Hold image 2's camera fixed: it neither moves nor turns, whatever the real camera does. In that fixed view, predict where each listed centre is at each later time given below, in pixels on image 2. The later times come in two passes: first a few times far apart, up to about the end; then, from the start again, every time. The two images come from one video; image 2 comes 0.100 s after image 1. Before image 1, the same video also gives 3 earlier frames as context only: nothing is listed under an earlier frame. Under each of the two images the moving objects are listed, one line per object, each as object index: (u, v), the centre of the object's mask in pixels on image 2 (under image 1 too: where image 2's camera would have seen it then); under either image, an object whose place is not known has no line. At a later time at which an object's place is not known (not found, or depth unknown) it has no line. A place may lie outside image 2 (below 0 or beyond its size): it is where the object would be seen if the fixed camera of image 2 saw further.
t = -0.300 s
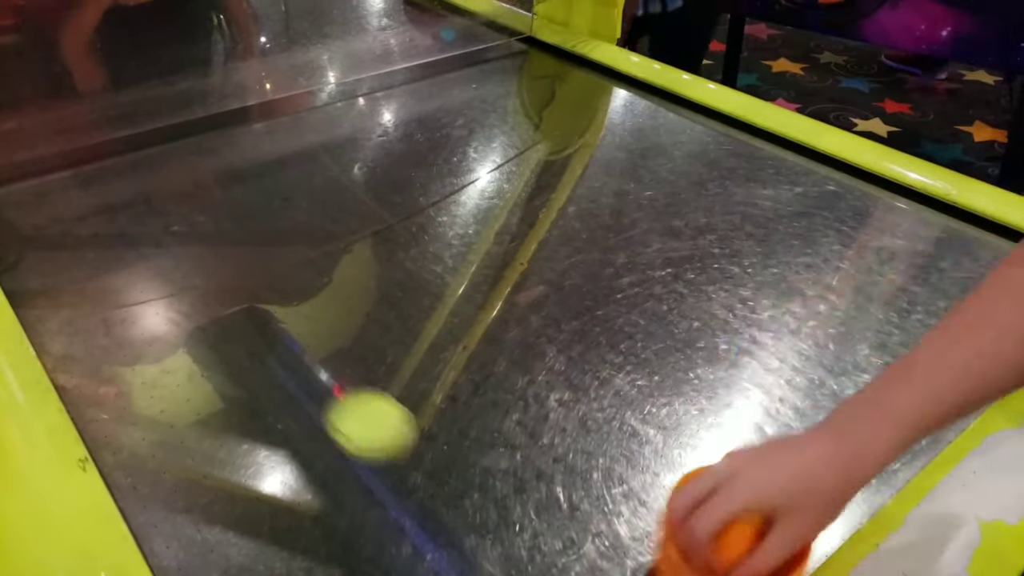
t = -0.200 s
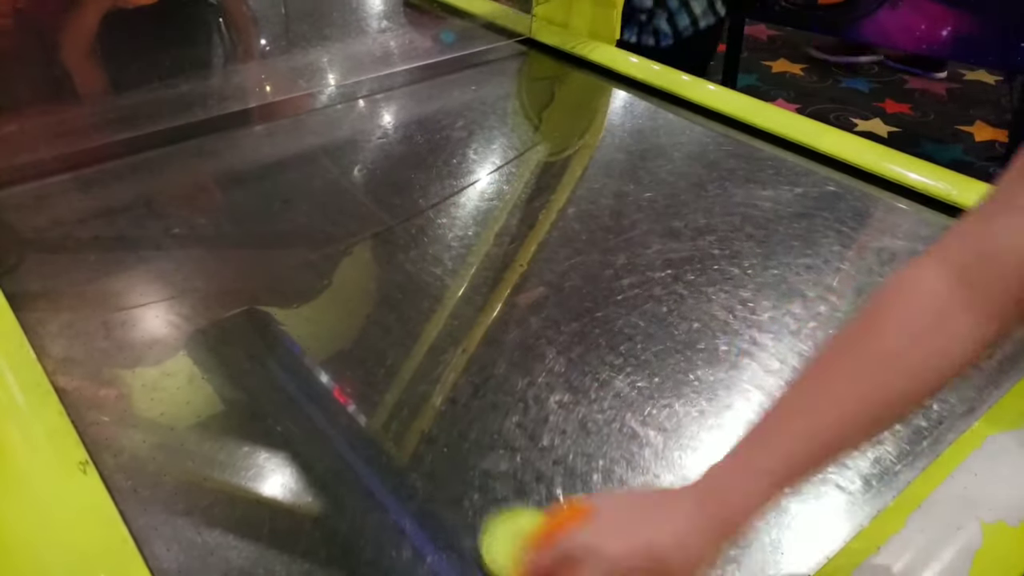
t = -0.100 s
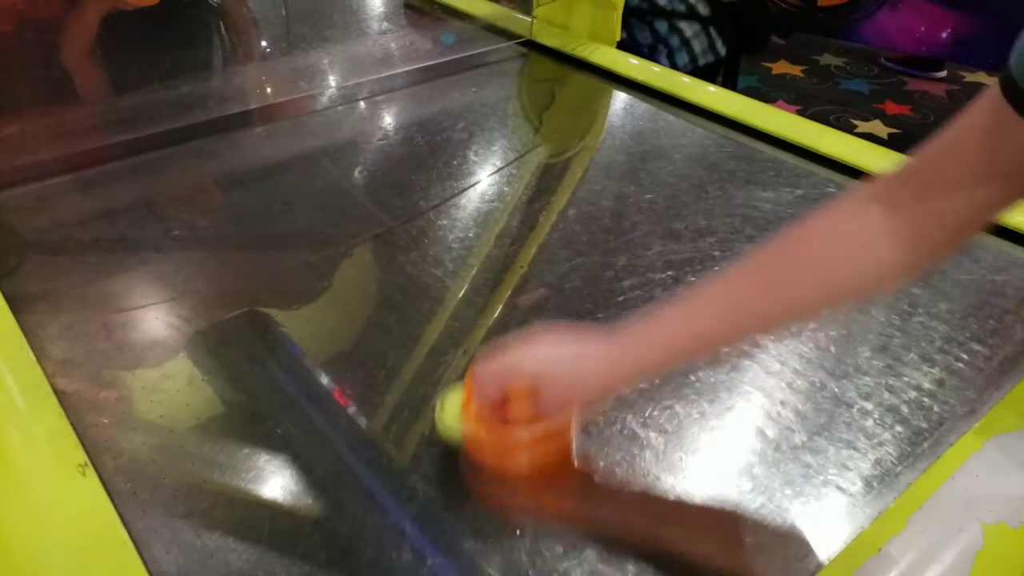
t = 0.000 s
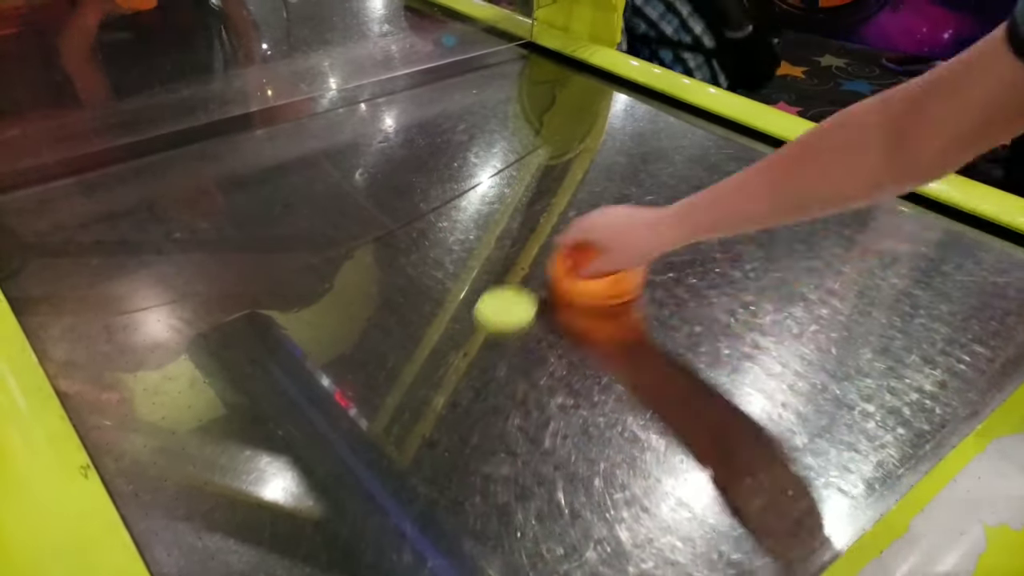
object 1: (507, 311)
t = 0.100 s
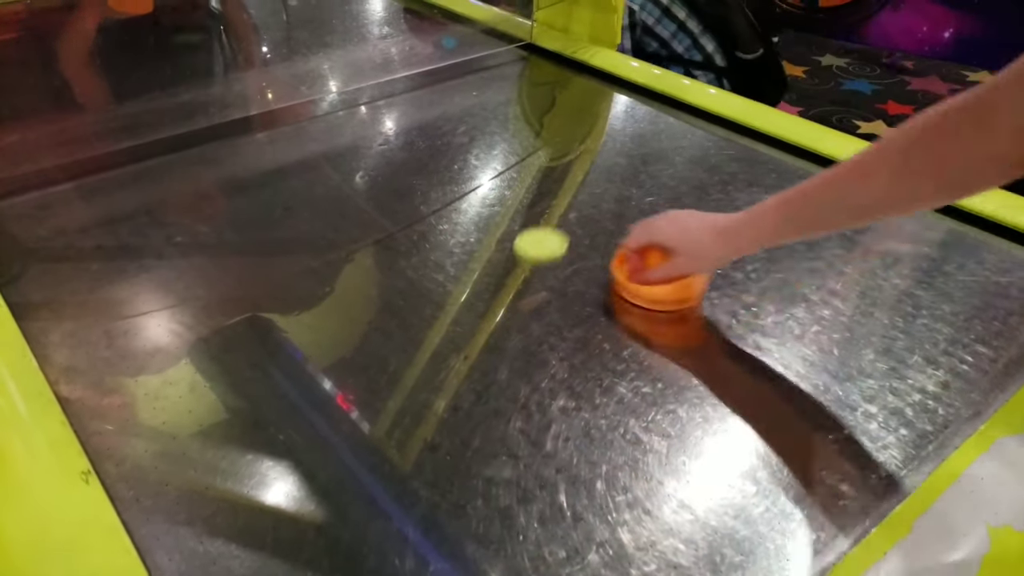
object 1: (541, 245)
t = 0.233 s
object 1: (571, 184)
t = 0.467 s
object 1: (606, 114)
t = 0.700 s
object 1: (587, 86)
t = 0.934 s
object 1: (522, 92)
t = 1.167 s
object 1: (476, 94)
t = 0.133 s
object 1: (549, 228)
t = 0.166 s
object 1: (557, 212)
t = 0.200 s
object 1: (564, 198)
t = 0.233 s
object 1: (571, 184)
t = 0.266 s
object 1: (577, 172)
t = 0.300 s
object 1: (583, 161)
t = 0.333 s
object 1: (588, 150)
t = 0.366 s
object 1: (593, 141)
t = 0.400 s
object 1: (598, 131)
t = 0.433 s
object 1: (603, 122)
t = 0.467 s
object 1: (606, 114)
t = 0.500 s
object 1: (611, 106)
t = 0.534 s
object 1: (615, 99)
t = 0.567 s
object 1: (618, 92)
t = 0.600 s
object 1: (619, 87)
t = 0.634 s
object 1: (611, 85)
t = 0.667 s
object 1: (599, 86)
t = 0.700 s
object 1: (587, 86)
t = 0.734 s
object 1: (576, 87)
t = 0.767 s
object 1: (566, 88)
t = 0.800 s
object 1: (556, 89)
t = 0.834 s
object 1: (547, 90)
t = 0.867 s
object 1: (538, 90)
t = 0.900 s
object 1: (530, 91)
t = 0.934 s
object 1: (522, 92)
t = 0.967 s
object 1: (514, 92)
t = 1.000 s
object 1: (507, 93)
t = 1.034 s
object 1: (500, 93)
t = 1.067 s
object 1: (493, 93)
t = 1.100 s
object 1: (487, 93)
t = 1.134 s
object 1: (482, 93)
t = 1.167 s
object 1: (476, 94)
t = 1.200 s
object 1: (471, 94)
